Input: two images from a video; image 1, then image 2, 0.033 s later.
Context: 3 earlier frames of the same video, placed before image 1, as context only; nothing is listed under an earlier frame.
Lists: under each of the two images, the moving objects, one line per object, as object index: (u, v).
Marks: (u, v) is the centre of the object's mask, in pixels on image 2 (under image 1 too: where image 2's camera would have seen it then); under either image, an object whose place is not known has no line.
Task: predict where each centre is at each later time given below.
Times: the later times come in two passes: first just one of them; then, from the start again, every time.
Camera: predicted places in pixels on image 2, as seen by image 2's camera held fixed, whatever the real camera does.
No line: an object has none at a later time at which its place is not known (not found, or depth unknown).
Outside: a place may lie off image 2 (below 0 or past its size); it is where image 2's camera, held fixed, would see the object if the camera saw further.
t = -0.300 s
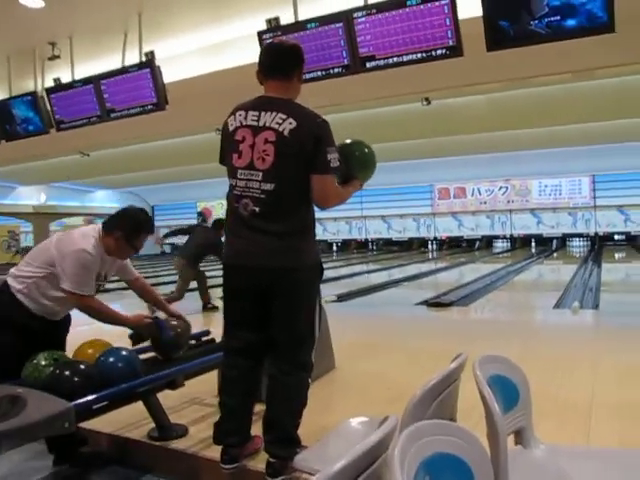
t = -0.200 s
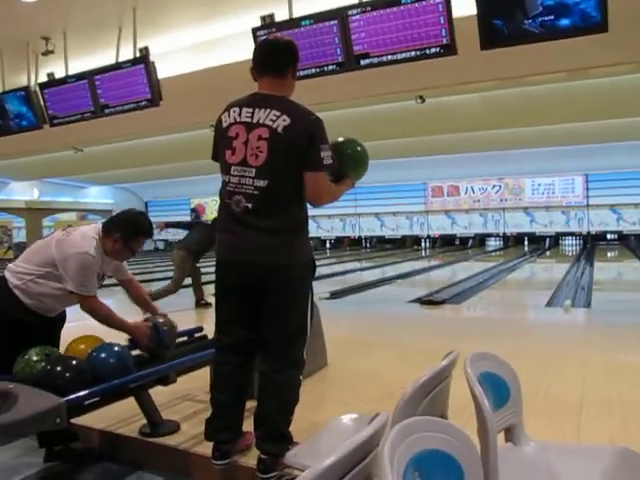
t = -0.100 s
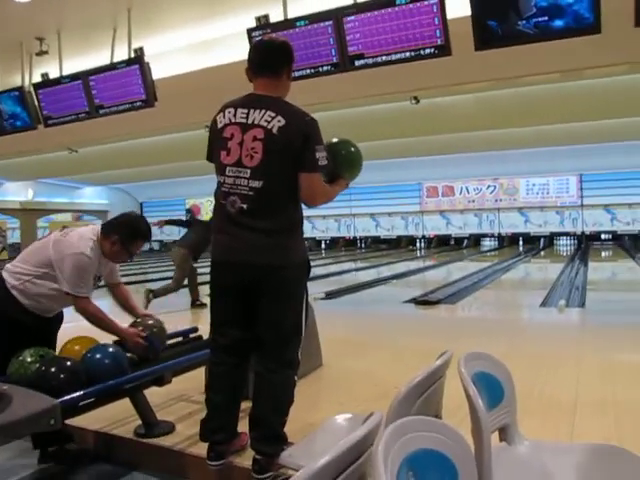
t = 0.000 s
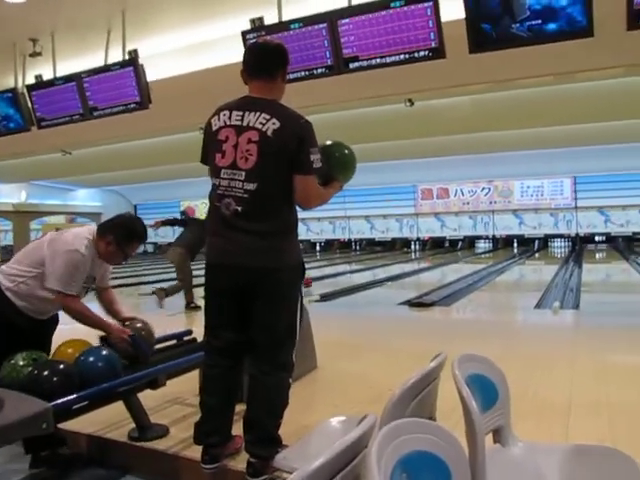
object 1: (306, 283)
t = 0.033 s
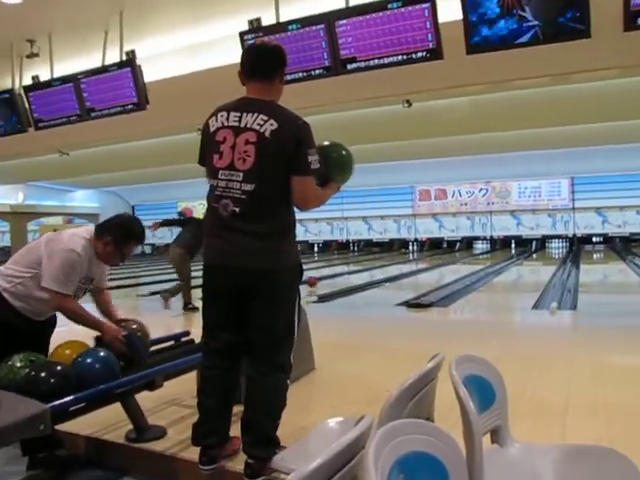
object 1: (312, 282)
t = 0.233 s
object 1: (345, 275)
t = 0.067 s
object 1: (318, 280)
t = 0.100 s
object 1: (324, 280)
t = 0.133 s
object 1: (330, 279)
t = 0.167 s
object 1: (336, 277)
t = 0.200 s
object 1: (340, 276)
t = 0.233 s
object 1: (345, 275)
